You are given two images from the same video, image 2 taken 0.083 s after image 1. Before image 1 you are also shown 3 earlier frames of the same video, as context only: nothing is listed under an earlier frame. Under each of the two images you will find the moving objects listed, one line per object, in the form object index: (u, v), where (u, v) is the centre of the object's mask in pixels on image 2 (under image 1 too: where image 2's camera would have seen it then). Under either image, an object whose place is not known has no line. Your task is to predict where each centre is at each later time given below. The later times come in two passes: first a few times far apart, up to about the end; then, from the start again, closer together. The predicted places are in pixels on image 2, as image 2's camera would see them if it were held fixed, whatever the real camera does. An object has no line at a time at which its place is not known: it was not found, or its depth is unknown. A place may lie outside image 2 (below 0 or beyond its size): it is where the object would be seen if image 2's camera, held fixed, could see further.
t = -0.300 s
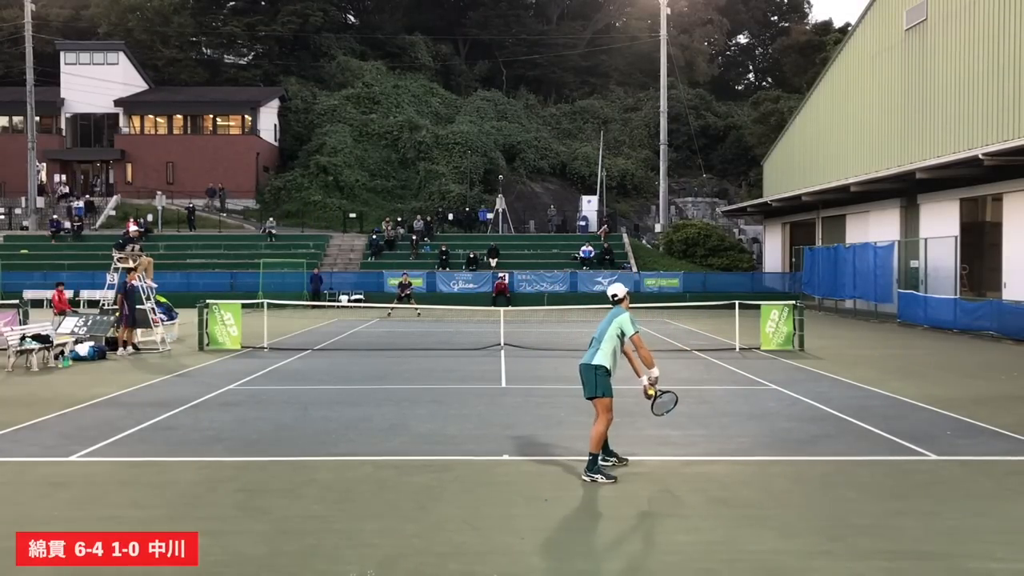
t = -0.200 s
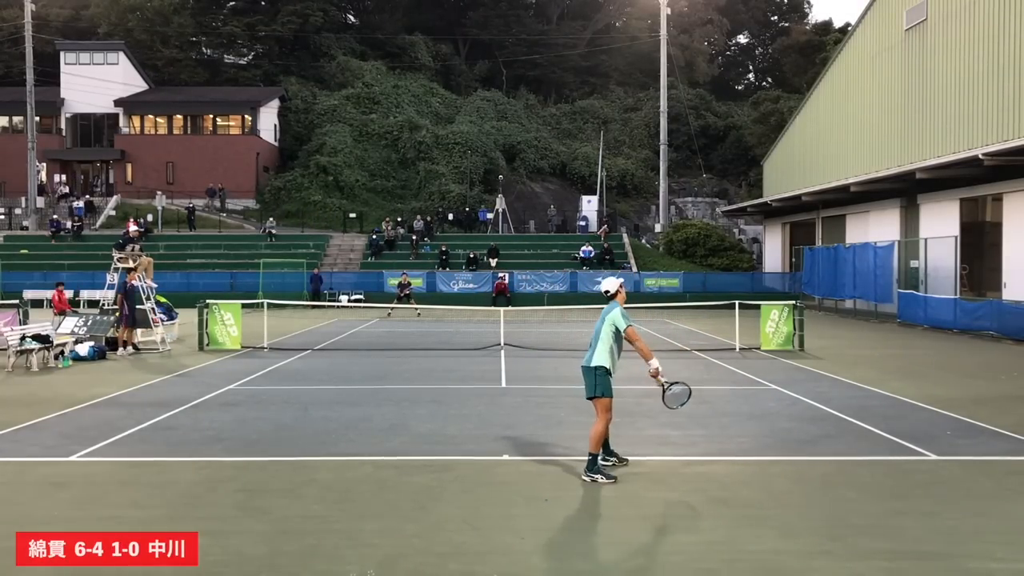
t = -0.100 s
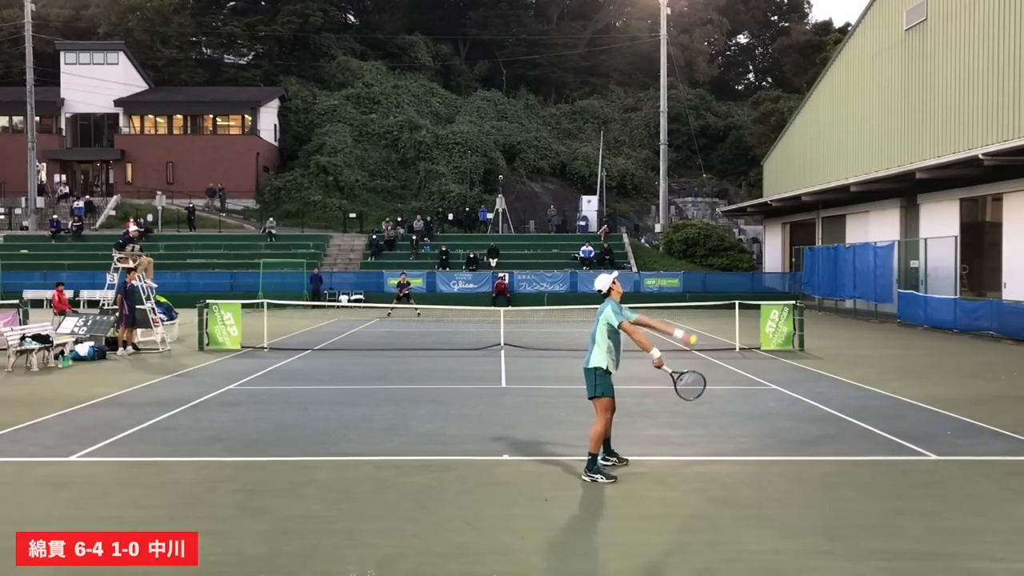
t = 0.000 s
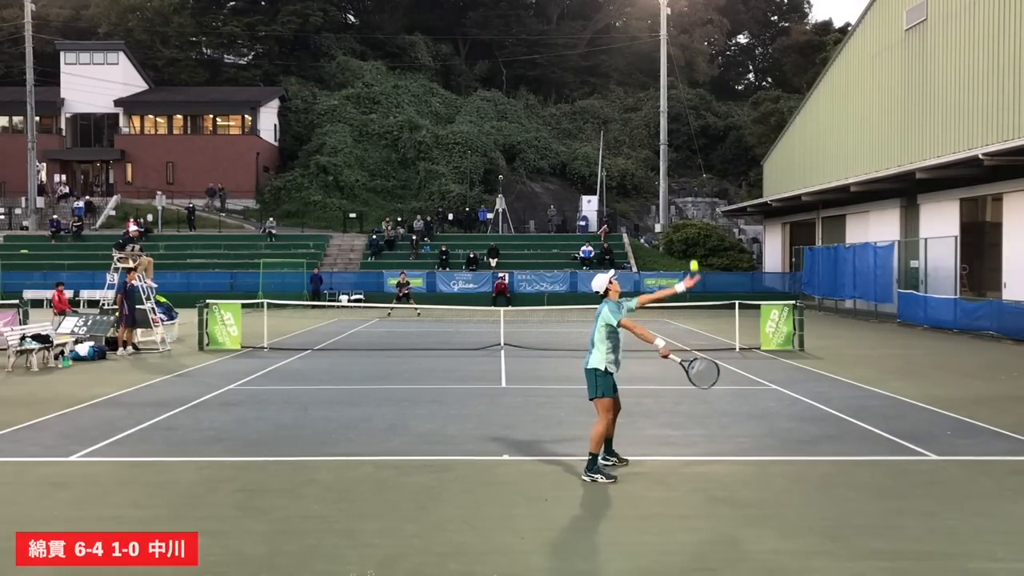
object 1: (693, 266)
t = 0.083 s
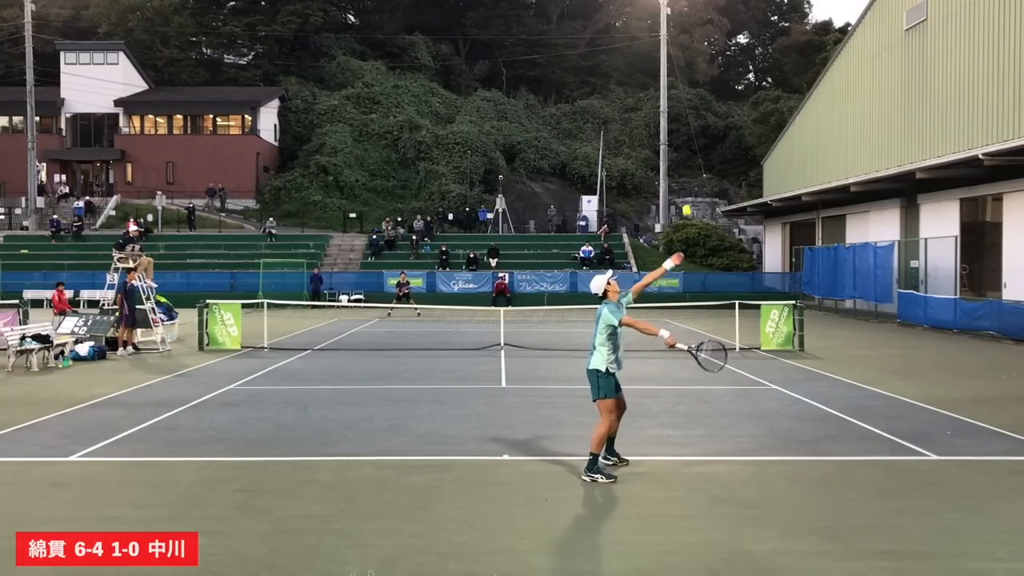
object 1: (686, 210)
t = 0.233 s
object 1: (673, 132)
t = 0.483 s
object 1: (652, 58)
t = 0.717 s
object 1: (633, 51)
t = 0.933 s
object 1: (616, 97)
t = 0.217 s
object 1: (674, 139)
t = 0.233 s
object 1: (673, 132)
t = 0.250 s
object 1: (672, 124)
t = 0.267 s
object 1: (671, 117)
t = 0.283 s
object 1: (669, 111)
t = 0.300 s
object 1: (666, 105)
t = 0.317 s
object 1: (666, 98)
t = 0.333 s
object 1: (665, 93)
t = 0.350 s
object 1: (664, 87)
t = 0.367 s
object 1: (662, 83)
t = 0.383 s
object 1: (661, 78)
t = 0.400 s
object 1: (659, 74)
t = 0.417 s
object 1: (658, 70)
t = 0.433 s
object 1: (656, 67)
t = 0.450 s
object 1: (655, 63)
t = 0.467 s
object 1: (653, 60)
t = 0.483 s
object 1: (652, 58)
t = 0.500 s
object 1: (651, 55)
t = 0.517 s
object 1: (649, 53)
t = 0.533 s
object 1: (648, 51)
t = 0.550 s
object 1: (647, 50)
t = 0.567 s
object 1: (645, 49)
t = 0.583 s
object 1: (644, 48)
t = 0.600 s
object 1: (642, 47)
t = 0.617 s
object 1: (641, 47)
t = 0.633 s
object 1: (640, 47)
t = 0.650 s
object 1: (638, 47)
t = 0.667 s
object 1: (637, 48)
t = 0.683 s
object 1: (636, 48)
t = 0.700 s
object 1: (634, 50)
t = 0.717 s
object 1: (633, 51)
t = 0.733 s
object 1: (632, 53)
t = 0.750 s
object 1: (630, 55)
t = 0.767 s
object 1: (629, 57)
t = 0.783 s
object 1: (627, 60)
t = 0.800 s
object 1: (626, 63)
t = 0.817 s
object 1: (625, 66)
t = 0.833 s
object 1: (623, 70)
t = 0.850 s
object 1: (622, 73)
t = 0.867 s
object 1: (621, 78)
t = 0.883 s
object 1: (619, 82)
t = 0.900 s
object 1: (618, 87)
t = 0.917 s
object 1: (617, 91)
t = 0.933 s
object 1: (616, 97)
